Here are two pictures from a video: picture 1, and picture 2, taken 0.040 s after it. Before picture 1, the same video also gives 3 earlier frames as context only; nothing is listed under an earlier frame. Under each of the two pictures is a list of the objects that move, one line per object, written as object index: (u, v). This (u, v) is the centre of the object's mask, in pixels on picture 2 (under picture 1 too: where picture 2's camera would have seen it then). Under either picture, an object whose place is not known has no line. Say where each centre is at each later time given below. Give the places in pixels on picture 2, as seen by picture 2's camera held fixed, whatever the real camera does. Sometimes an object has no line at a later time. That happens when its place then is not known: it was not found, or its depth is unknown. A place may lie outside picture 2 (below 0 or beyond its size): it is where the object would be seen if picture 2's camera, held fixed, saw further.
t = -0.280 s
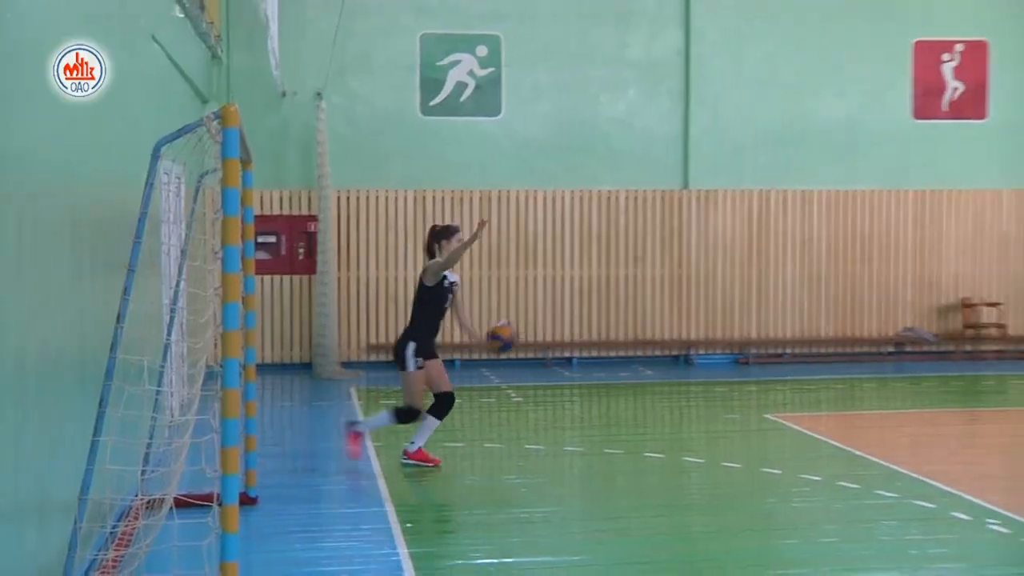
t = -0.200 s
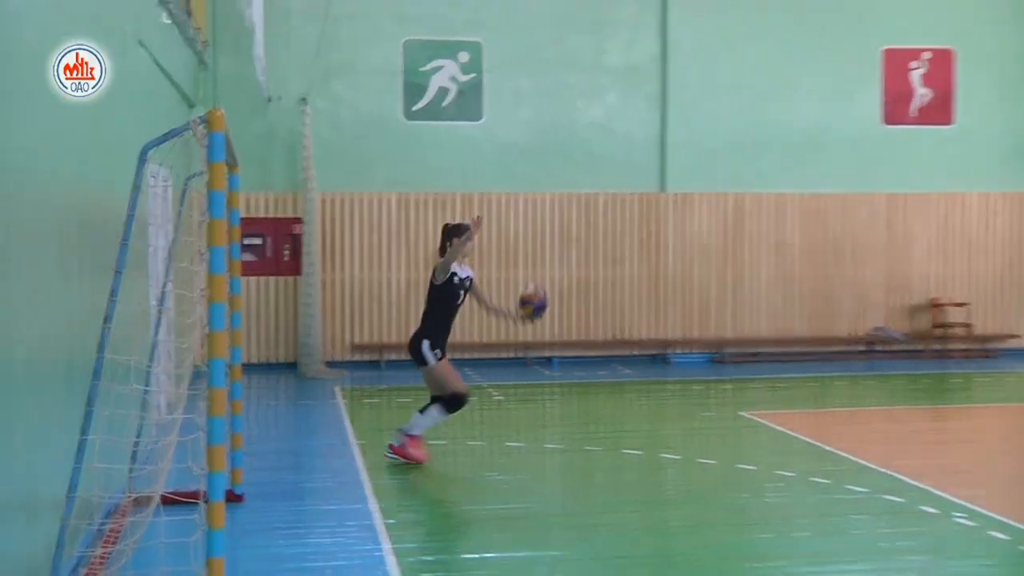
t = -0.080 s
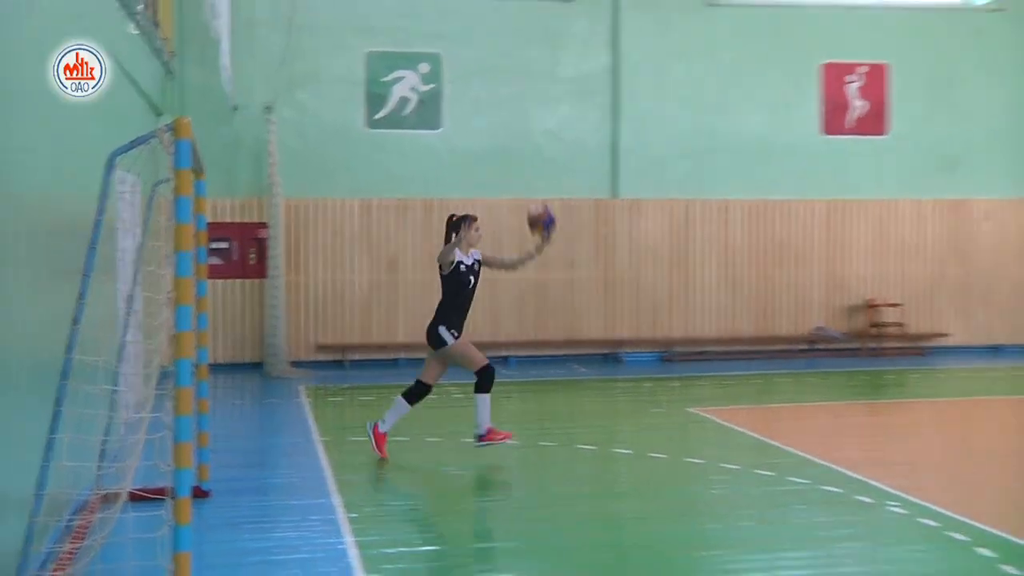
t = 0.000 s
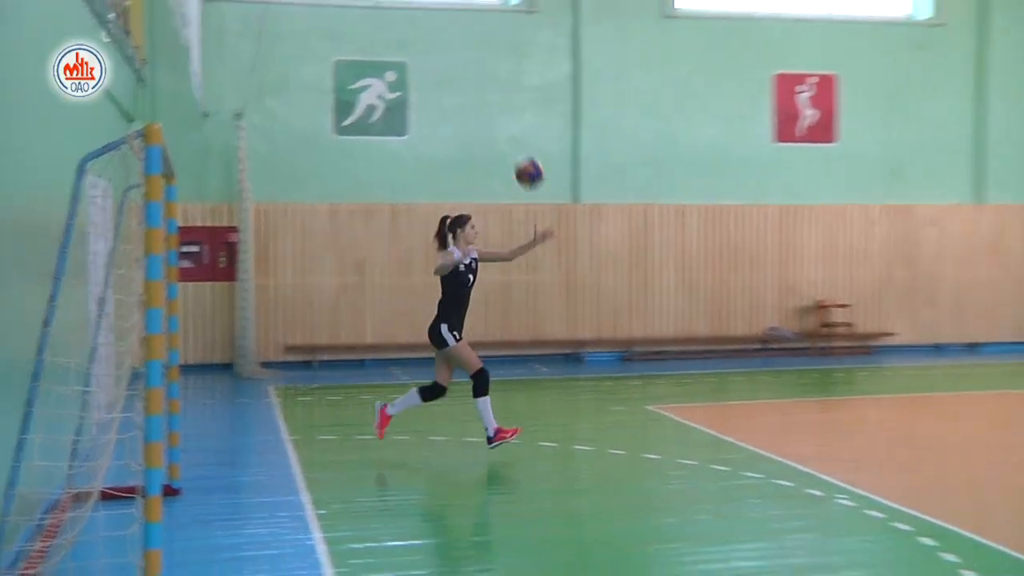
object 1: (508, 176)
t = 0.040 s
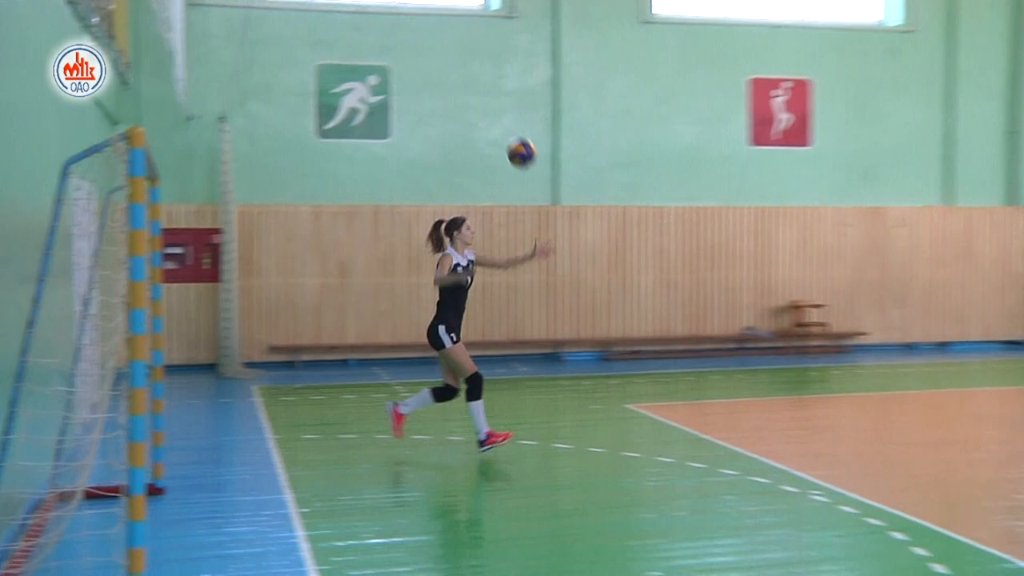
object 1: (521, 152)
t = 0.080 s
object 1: (533, 132)
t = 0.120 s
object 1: (545, 114)
